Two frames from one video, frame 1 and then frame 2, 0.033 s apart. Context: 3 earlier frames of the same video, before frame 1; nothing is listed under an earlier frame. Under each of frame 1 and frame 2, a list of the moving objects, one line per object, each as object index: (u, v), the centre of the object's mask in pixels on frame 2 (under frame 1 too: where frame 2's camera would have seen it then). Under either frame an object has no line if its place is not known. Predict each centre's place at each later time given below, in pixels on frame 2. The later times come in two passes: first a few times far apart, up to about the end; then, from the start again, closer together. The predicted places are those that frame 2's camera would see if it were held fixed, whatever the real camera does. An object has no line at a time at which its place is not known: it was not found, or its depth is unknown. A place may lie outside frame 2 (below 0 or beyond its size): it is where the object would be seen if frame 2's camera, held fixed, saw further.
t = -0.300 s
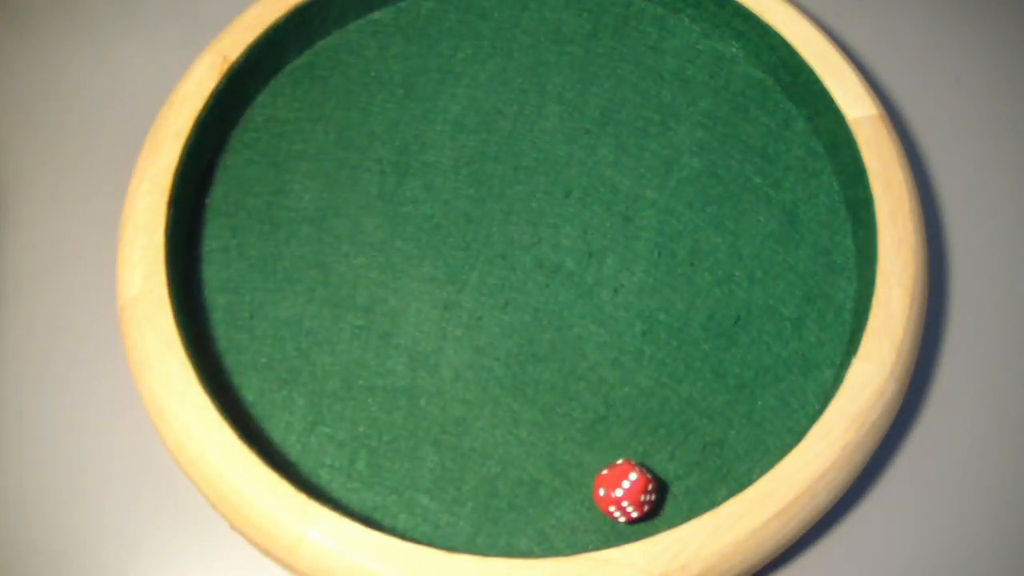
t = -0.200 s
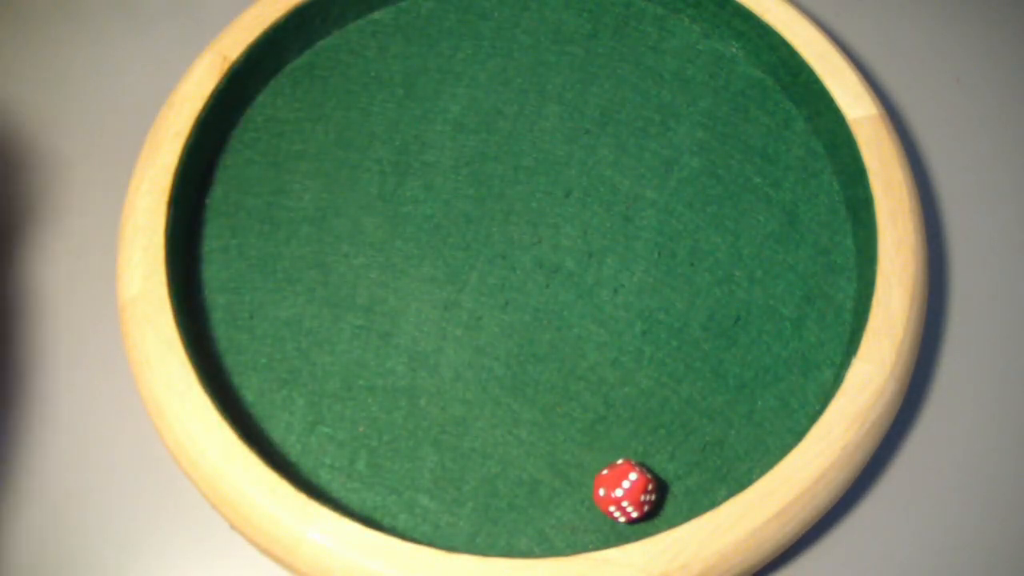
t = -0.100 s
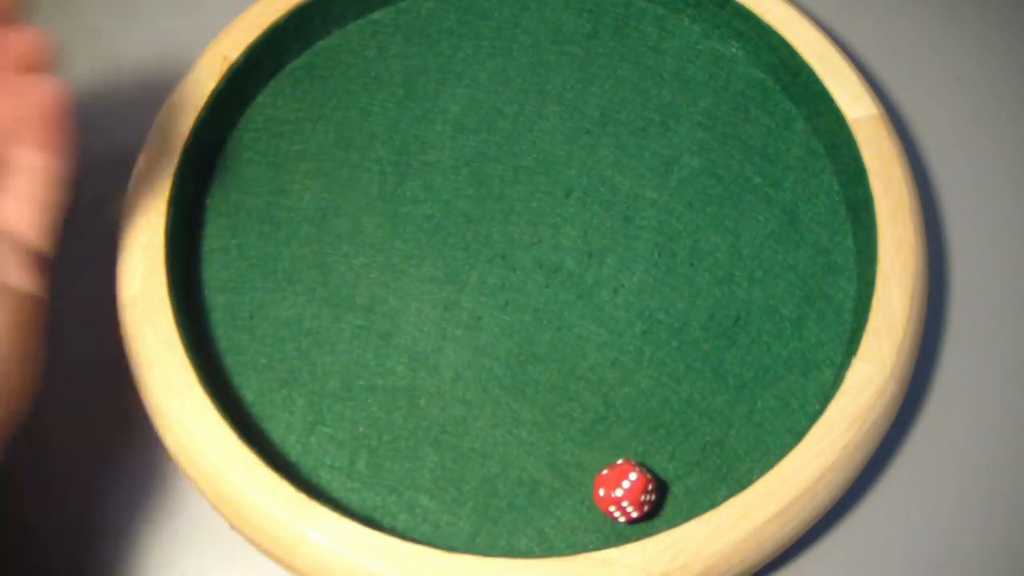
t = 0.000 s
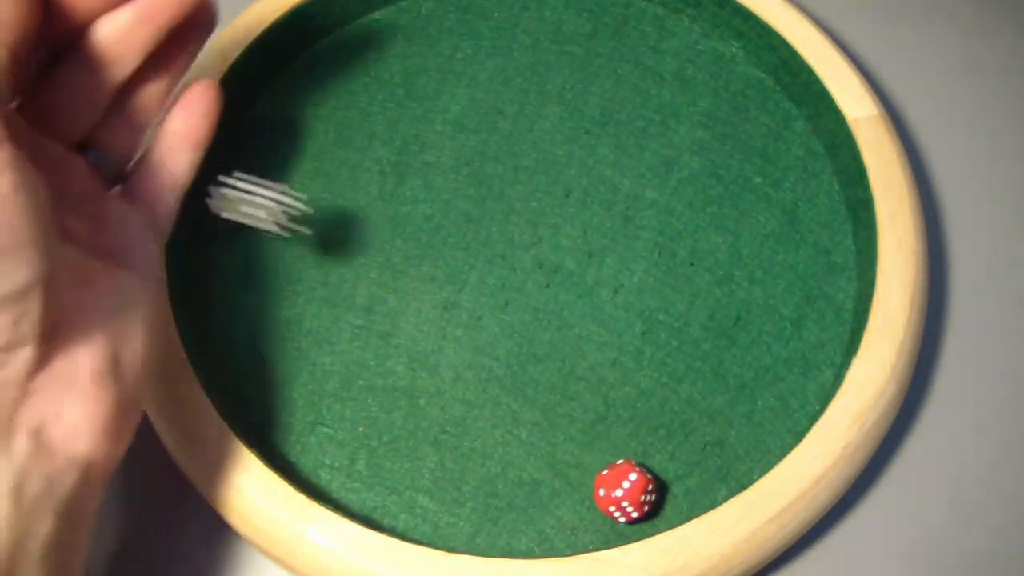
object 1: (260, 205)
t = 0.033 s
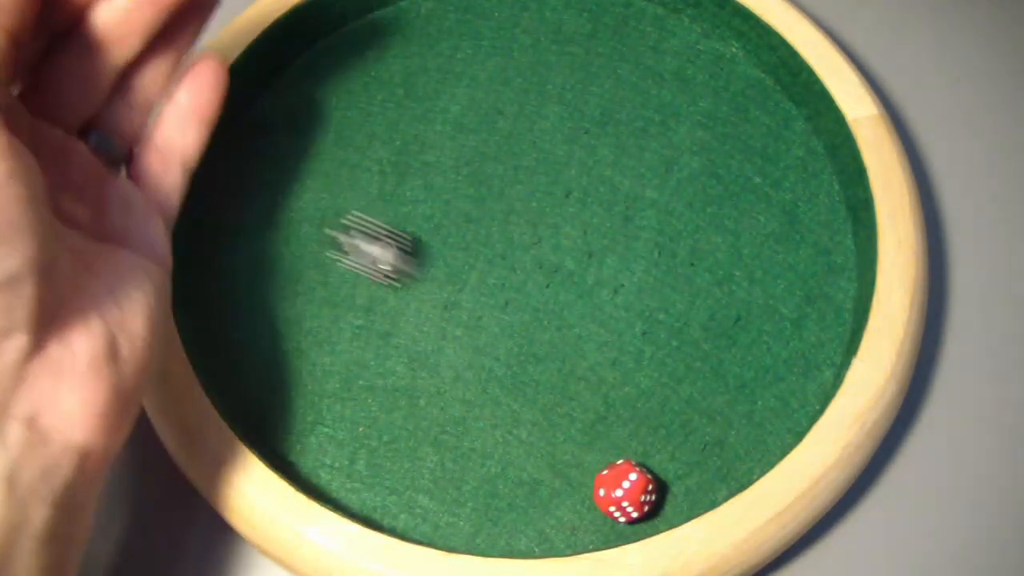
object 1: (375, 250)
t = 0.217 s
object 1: (786, 194)
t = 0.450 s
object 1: (709, 242)
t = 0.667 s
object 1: (705, 307)
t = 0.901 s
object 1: (705, 307)
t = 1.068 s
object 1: (705, 306)
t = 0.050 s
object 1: (416, 254)
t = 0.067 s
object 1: (456, 245)
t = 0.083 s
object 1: (497, 234)
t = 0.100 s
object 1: (535, 230)
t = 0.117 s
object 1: (571, 228)
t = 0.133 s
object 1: (611, 220)
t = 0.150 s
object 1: (646, 209)
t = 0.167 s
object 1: (684, 199)
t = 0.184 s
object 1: (722, 195)
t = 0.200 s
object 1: (754, 192)
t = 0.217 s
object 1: (786, 194)
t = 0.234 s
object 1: (822, 192)
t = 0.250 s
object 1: (826, 189)
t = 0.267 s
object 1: (815, 190)
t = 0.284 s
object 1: (800, 195)
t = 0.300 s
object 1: (786, 199)
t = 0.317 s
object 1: (780, 198)
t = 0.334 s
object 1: (767, 199)
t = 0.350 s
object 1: (756, 204)
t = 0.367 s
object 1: (748, 207)
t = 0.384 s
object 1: (735, 213)
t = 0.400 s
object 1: (724, 217)
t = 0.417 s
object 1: (718, 222)
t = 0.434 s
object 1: (714, 231)
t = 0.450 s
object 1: (709, 242)
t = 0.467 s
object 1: (704, 249)
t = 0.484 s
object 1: (700, 259)
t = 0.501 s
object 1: (699, 269)
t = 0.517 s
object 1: (700, 279)
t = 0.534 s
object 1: (699, 288)
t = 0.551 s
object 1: (698, 294)
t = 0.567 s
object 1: (699, 299)
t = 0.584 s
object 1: (700, 302)
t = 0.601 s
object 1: (703, 305)
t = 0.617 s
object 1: (705, 306)
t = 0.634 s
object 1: (705, 307)
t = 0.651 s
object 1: (705, 307)
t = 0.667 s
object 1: (705, 307)
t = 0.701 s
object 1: (705, 306)
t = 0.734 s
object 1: (705, 307)
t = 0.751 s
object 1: (705, 307)
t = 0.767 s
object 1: (705, 307)
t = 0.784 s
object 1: (705, 307)
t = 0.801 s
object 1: (705, 307)
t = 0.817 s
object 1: (705, 307)
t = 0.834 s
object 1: (705, 307)
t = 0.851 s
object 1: (705, 307)
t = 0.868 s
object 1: (705, 307)
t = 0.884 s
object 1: (705, 307)
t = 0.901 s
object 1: (705, 307)
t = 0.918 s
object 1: (706, 306)
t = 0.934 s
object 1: (705, 307)
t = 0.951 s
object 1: (705, 306)
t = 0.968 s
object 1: (705, 306)
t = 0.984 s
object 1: (706, 306)
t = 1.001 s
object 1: (705, 306)
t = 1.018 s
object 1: (705, 306)
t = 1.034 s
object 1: (705, 307)
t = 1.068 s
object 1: (705, 306)
